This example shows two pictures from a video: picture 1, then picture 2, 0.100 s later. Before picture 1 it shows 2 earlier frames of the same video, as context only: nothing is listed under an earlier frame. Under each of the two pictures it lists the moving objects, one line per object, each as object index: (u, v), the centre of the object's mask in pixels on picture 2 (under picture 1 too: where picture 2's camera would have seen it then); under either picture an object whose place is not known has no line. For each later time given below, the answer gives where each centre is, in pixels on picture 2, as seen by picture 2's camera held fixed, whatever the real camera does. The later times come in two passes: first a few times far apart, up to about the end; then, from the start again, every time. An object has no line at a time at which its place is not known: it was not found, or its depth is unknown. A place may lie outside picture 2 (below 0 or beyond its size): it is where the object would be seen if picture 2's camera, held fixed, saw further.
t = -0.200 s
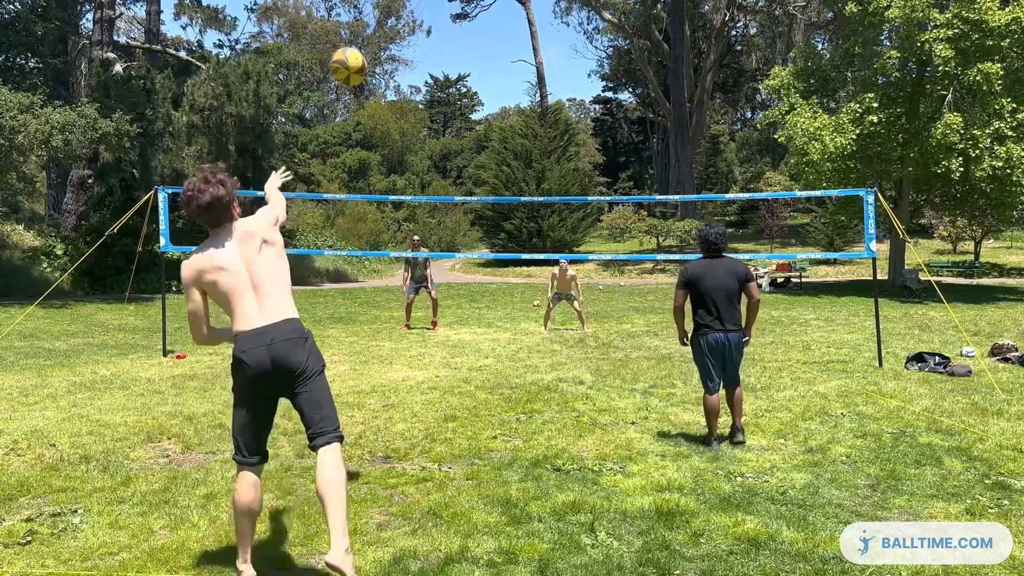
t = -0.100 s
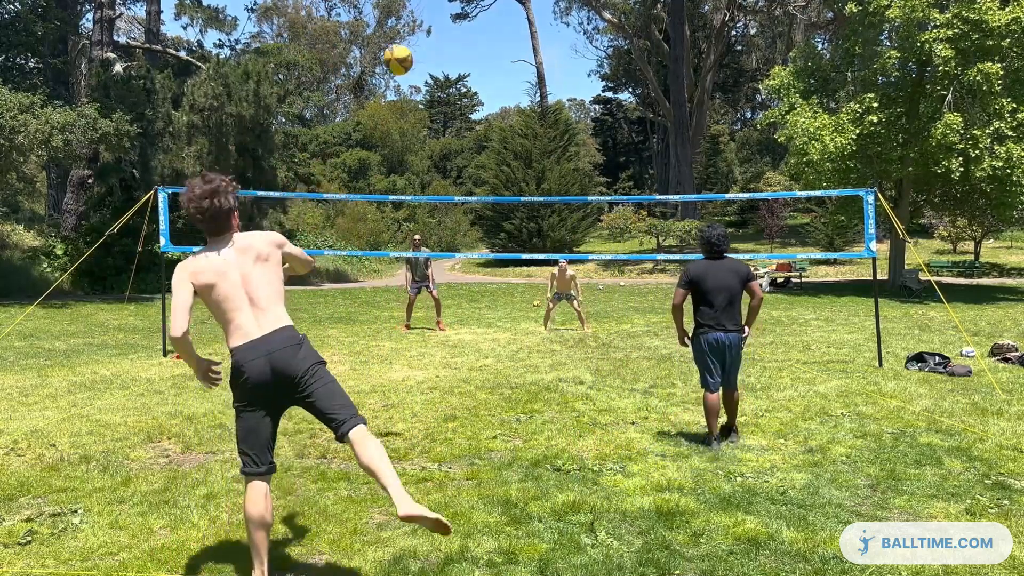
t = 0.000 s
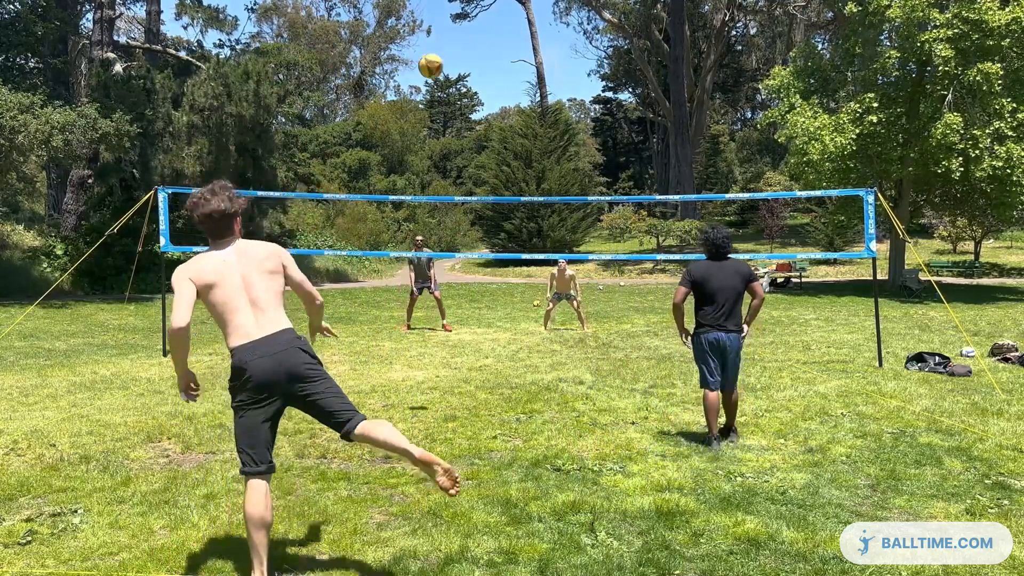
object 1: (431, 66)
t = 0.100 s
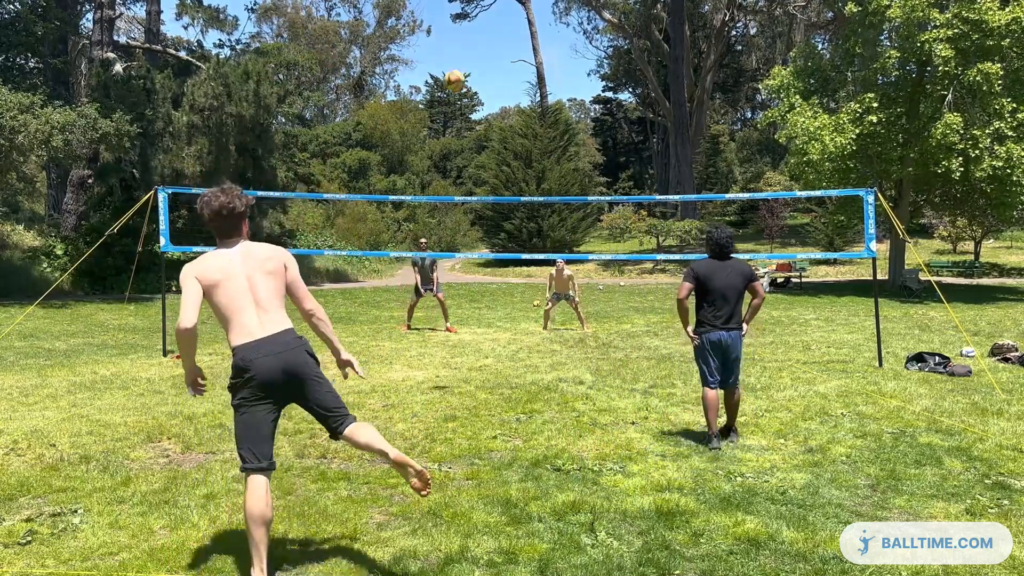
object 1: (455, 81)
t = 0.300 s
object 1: (485, 124)
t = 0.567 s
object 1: (507, 190)
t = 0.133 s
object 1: (461, 86)
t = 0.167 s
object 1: (467, 94)
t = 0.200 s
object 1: (471, 101)
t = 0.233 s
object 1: (477, 109)
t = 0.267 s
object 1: (480, 115)
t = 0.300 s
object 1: (485, 124)
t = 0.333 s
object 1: (486, 130)
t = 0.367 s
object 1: (491, 138)
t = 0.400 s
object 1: (493, 147)
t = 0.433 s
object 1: (497, 155)
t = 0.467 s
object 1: (500, 164)
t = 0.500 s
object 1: (502, 172)
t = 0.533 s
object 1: (504, 181)
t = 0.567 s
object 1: (507, 190)
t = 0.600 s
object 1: (509, 195)
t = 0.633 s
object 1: (511, 208)
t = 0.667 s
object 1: (513, 218)
